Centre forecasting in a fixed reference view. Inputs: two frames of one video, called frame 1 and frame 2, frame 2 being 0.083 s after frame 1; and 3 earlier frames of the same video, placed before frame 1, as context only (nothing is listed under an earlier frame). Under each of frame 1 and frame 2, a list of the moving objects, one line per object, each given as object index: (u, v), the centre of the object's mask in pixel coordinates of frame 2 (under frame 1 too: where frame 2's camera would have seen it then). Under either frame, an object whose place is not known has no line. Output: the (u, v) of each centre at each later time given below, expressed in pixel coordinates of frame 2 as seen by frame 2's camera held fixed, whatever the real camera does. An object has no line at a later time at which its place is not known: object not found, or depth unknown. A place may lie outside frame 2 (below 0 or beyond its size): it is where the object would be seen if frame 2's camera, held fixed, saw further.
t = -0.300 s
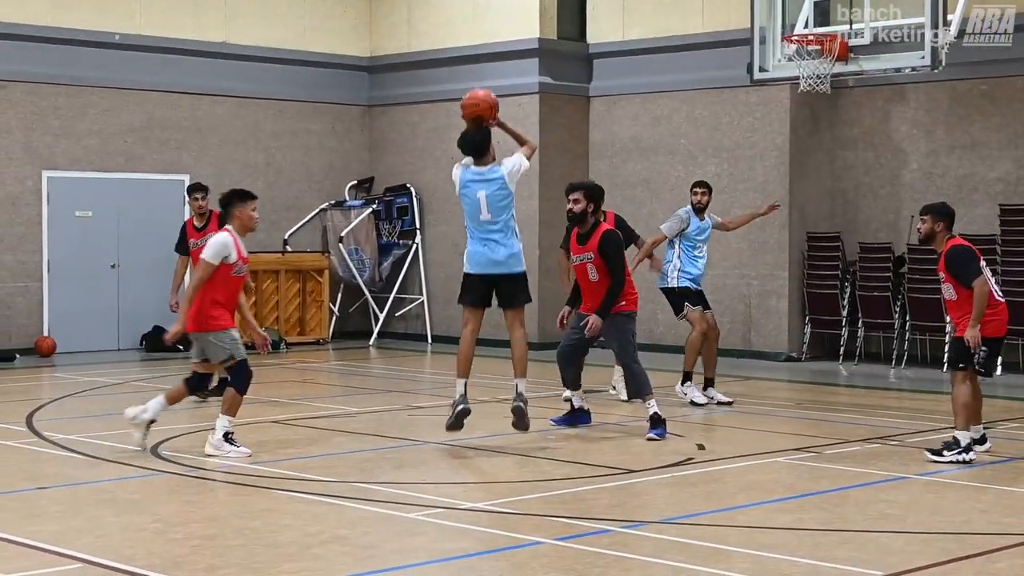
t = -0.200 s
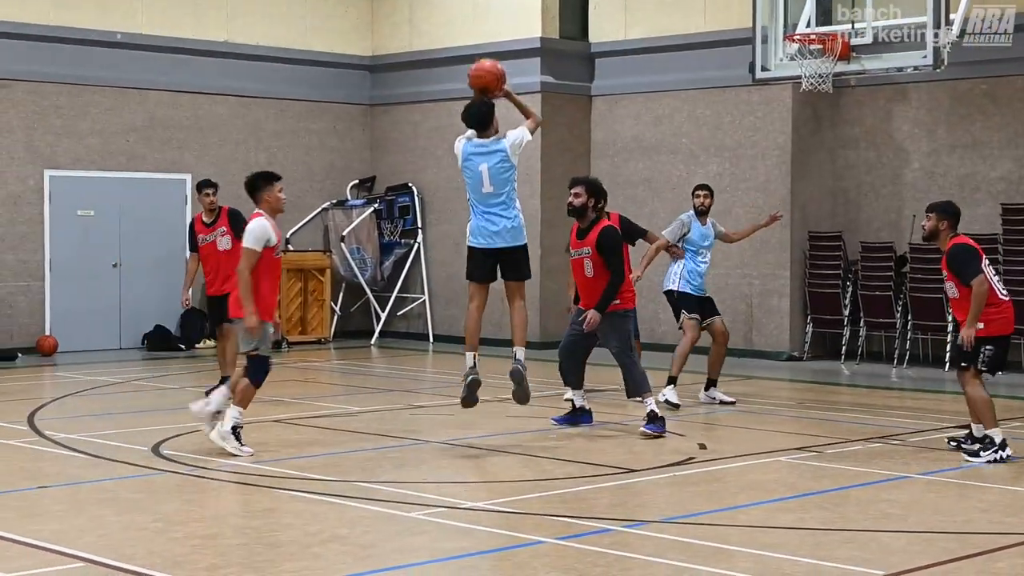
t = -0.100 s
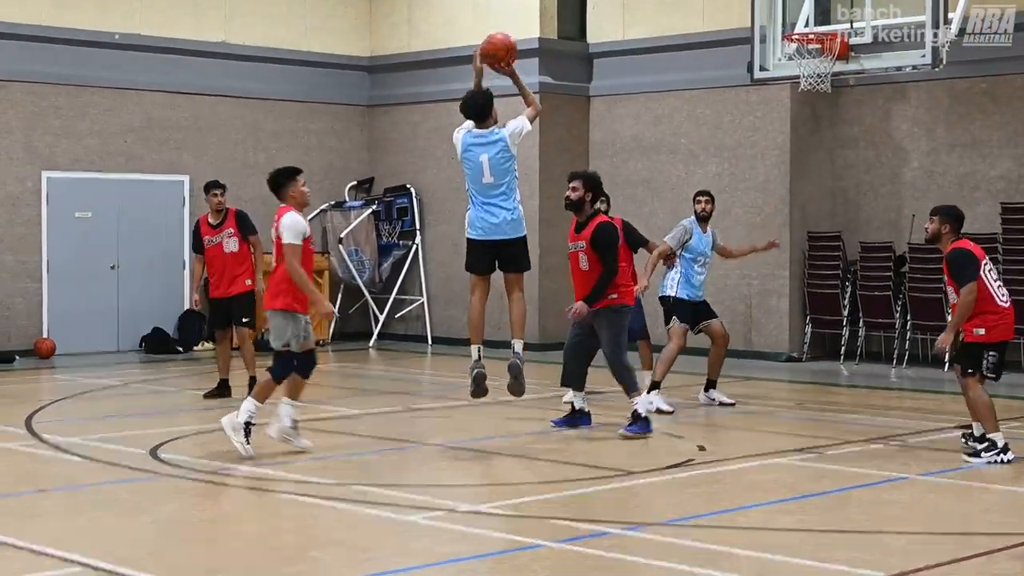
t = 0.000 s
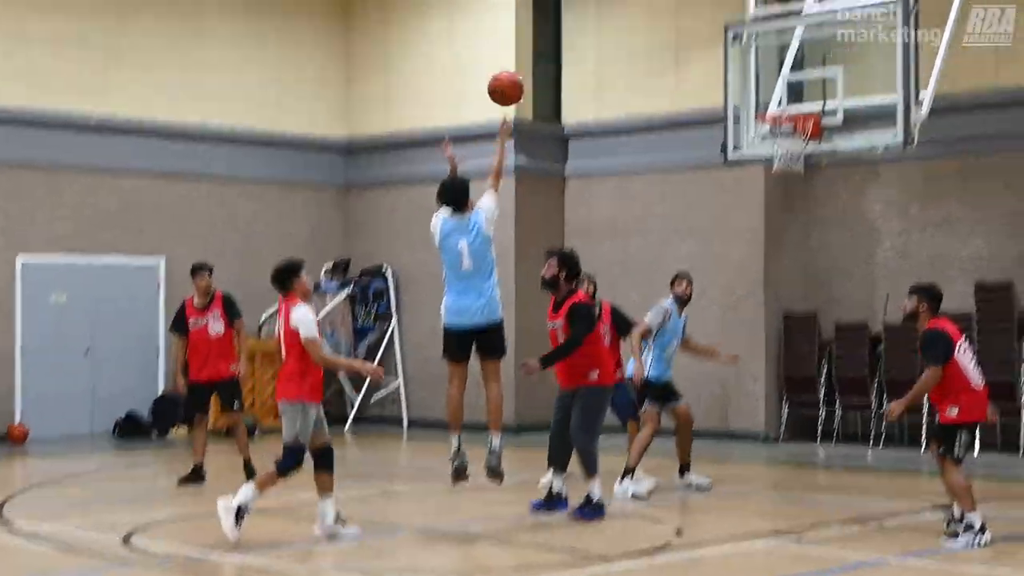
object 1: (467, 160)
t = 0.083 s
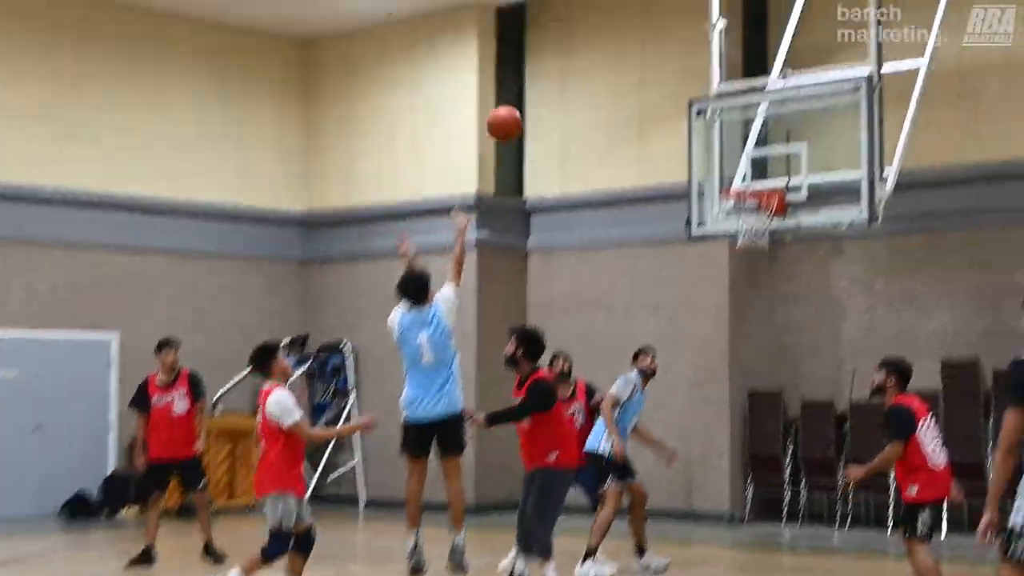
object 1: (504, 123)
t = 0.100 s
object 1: (512, 117)
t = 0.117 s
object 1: (517, 113)
